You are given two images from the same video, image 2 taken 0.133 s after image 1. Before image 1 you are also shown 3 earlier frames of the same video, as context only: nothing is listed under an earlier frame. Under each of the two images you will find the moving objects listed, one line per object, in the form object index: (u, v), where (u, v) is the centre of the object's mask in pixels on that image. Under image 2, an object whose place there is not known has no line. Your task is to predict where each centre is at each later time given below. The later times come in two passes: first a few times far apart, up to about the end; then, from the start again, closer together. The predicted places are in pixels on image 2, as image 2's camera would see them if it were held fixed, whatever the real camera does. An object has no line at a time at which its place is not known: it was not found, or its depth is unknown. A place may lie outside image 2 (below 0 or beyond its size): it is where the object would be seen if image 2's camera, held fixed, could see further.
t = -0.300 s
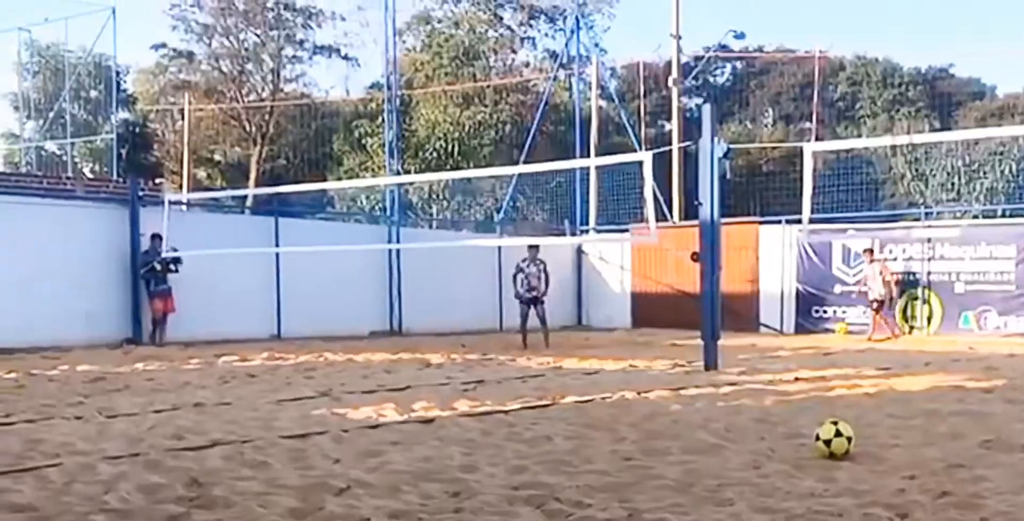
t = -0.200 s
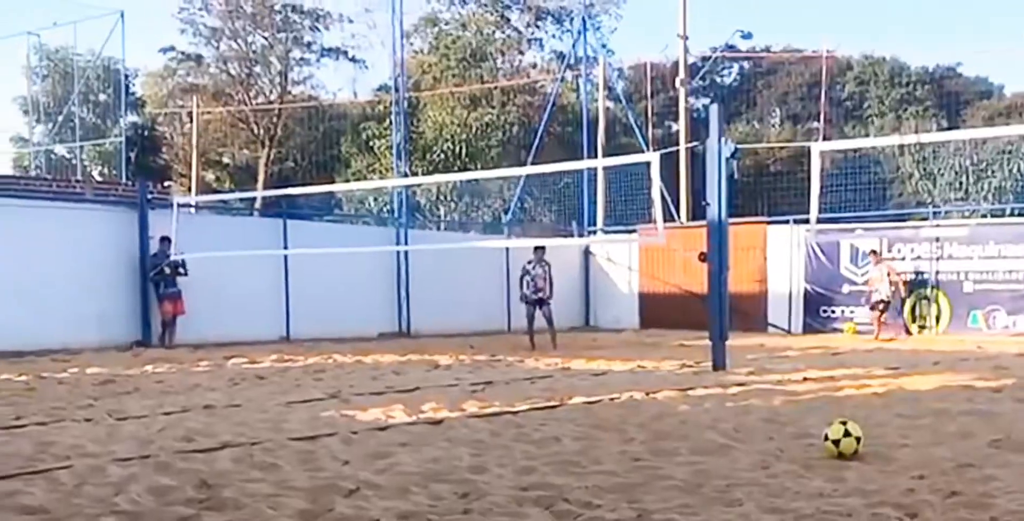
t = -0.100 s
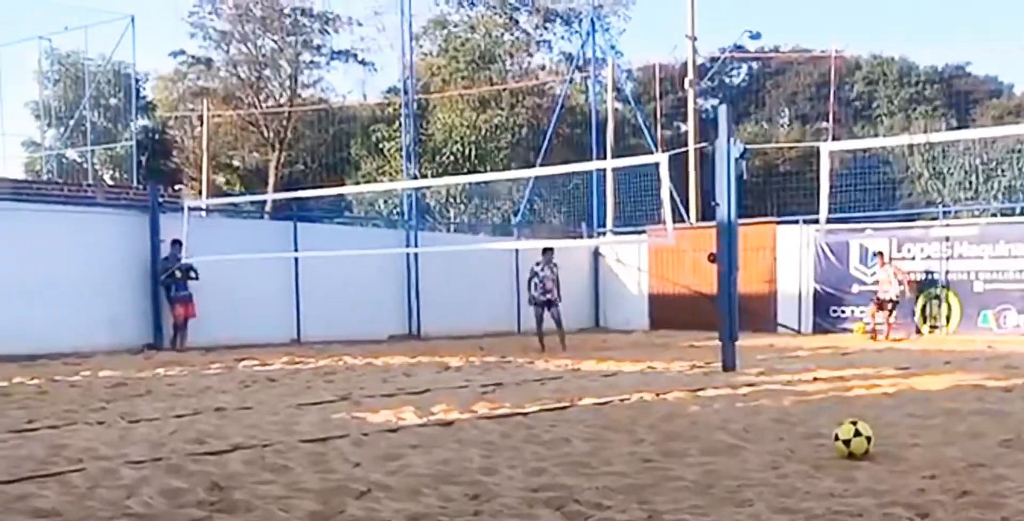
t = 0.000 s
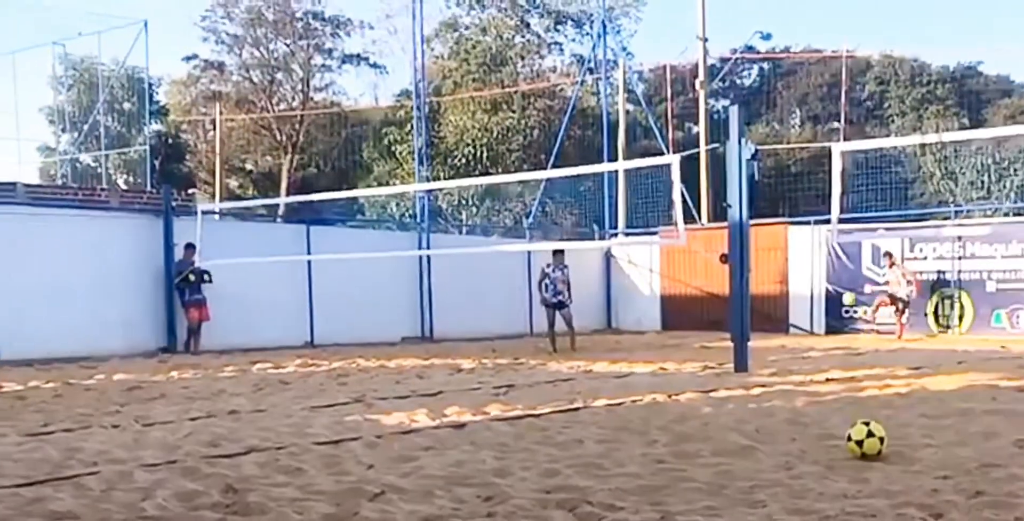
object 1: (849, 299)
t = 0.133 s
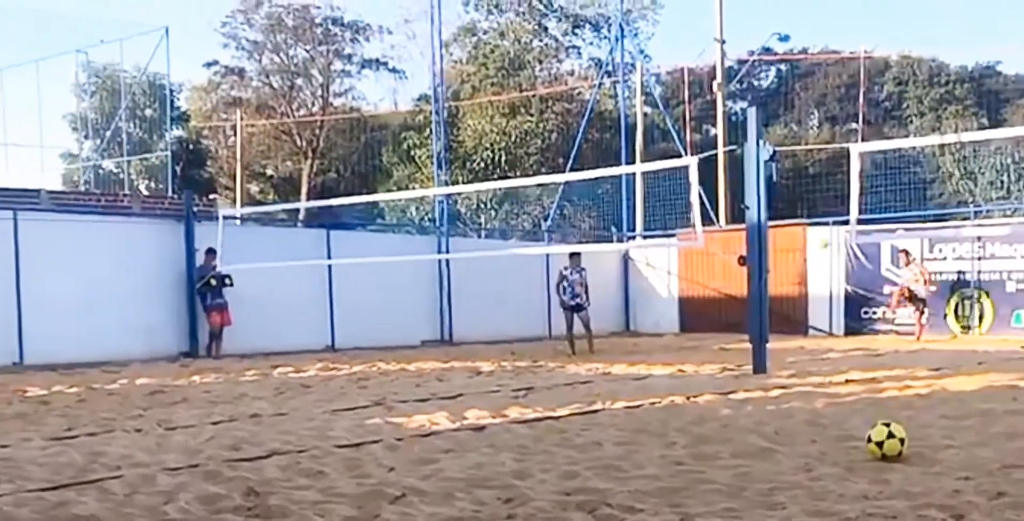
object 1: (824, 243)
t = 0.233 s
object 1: (784, 203)
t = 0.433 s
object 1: (701, 139)
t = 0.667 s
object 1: (584, 89)
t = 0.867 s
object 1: (460, 79)
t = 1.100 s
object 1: (276, 122)
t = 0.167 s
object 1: (808, 228)
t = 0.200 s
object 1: (796, 215)
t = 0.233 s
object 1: (784, 203)
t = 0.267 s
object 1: (771, 191)
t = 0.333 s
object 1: (739, 169)
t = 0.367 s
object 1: (730, 156)
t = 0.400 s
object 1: (713, 148)
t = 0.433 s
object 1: (701, 139)
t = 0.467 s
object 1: (686, 130)
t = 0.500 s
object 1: (670, 121)
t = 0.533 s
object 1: (654, 114)
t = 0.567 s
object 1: (638, 106)
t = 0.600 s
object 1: (620, 100)
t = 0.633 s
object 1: (604, 94)
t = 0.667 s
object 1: (584, 89)
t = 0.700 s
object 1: (565, 84)
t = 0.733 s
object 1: (546, 81)
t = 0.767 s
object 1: (526, 80)
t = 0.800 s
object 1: (504, 79)
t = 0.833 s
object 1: (483, 78)
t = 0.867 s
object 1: (460, 79)
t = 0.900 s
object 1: (438, 81)
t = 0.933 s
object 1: (415, 84)
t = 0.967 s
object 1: (389, 89)
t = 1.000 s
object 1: (361, 96)
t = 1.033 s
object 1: (333, 102)
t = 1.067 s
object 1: (303, 111)
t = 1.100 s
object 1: (276, 122)
